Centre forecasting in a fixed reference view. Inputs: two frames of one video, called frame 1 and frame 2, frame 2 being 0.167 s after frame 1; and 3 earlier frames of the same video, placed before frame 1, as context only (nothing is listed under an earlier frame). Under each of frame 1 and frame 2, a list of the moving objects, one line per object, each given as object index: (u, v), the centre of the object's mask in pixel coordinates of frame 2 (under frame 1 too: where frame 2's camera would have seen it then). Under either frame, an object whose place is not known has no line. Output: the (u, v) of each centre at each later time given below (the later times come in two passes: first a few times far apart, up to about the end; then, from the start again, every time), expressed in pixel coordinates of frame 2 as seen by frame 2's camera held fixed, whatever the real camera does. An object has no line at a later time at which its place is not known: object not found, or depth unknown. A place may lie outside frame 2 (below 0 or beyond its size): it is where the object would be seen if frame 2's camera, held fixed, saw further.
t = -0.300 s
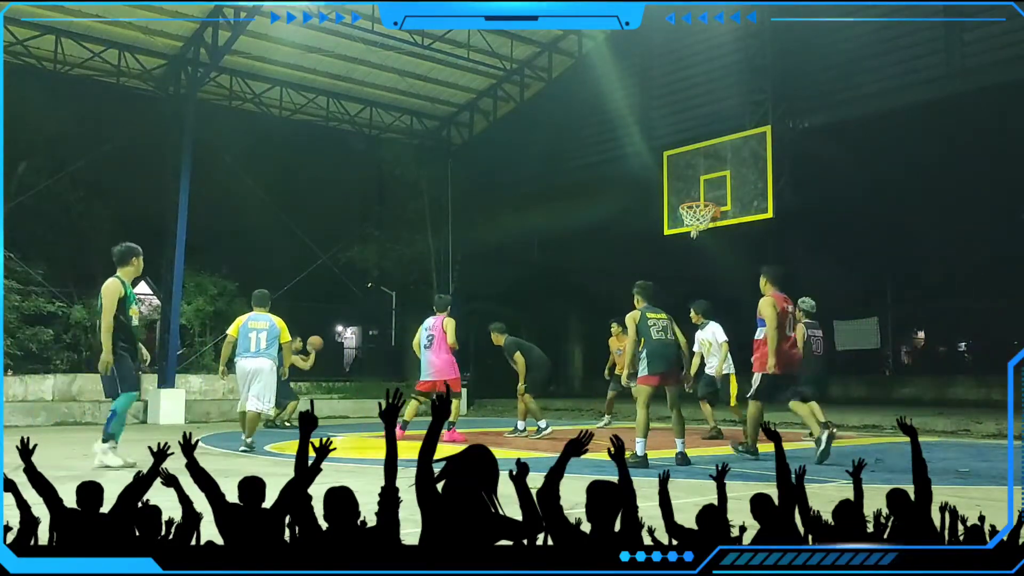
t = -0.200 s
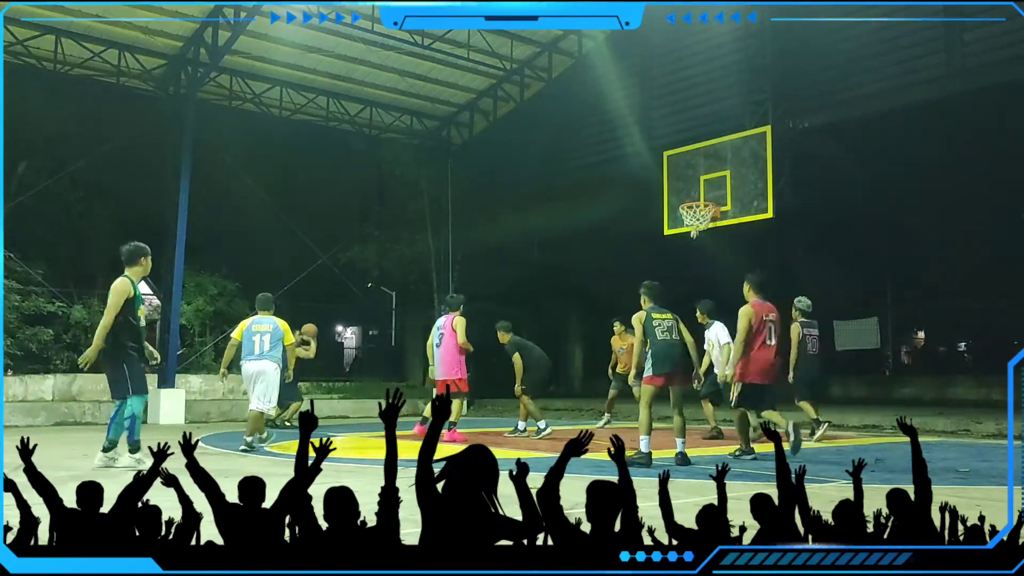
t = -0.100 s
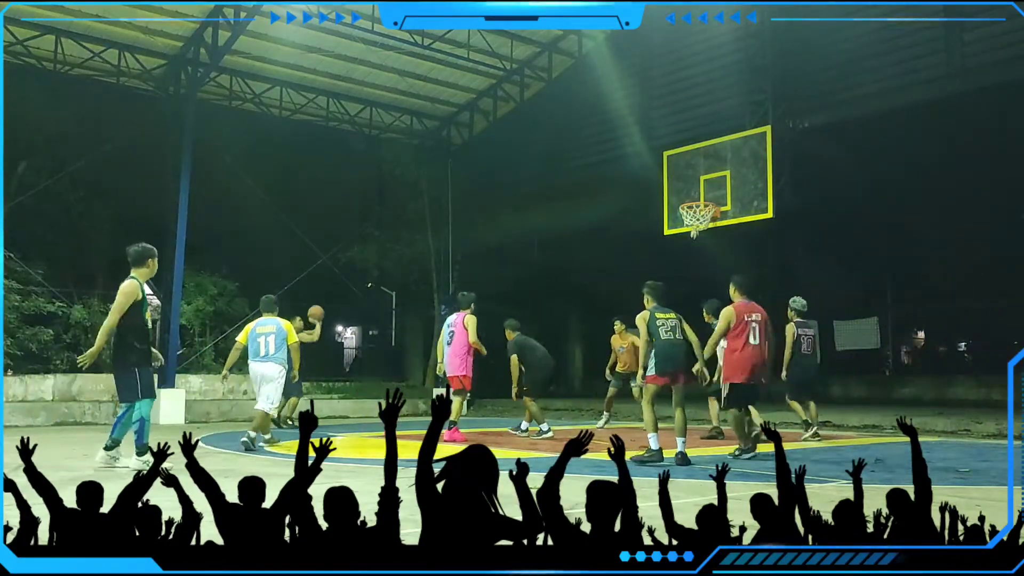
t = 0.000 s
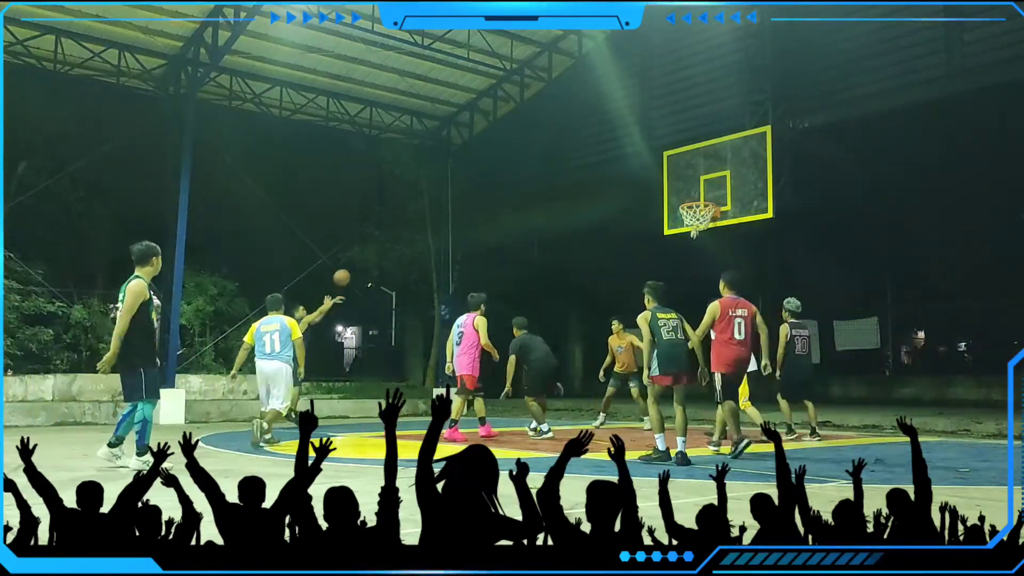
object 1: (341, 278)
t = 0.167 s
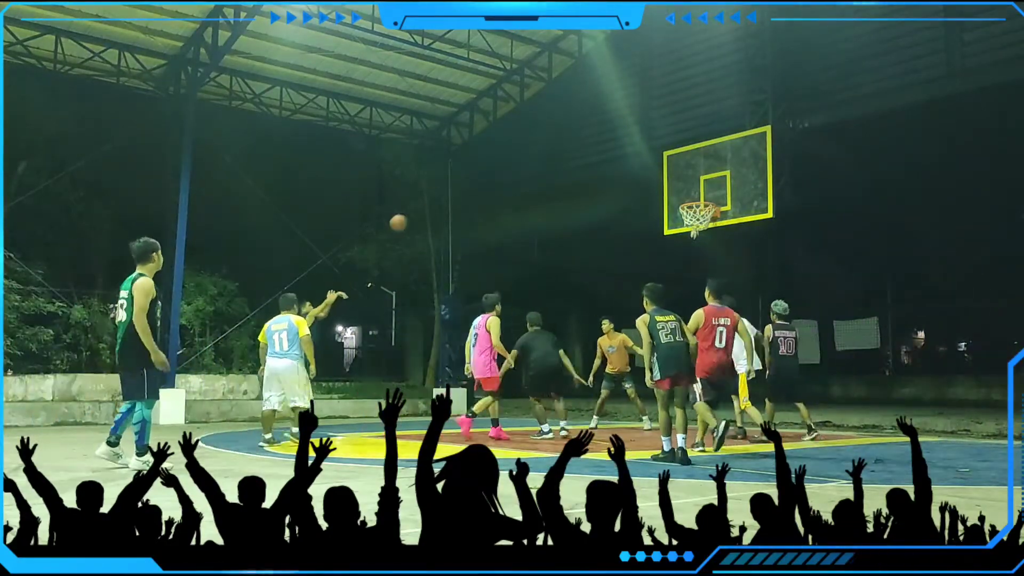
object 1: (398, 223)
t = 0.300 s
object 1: (443, 191)
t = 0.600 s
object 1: (546, 159)
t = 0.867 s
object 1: (639, 181)
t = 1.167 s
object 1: (664, 181)
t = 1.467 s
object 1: (648, 199)
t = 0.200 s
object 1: (410, 213)
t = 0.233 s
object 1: (421, 206)
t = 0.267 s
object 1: (432, 198)
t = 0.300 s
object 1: (443, 191)
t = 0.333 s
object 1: (455, 185)
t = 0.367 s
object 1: (466, 179)
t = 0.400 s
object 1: (477, 174)
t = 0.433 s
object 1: (489, 170)
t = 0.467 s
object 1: (500, 167)
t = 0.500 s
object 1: (511, 164)
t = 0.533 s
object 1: (523, 162)
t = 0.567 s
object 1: (534, 160)
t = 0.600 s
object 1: (546, 159)
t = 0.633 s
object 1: (557, 160)
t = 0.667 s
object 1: (569, 160)
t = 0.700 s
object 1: (580, 162)
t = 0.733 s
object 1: (592, 164)
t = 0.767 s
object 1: (604, 167)
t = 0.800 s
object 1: (615, 171)
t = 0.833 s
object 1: (627, 176)
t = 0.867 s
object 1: (639, 181)
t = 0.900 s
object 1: (651, 187)
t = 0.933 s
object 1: (663, 194)
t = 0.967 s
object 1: (675, 200)
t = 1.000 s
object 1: (675, 197)
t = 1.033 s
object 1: (673, 193)
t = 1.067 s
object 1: (670, 189)
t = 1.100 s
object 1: (668, 186)
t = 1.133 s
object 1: (666, 183)
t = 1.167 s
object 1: (664, 181)
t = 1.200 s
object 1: (662, 180)
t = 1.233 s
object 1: (661, 180)
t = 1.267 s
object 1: (659, 180)
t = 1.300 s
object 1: (658, 182)
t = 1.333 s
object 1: (656, 184)
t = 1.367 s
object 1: (653, 186)
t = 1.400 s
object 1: (652, 190)
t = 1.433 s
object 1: (650, 194)
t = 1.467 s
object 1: (648, 199)
